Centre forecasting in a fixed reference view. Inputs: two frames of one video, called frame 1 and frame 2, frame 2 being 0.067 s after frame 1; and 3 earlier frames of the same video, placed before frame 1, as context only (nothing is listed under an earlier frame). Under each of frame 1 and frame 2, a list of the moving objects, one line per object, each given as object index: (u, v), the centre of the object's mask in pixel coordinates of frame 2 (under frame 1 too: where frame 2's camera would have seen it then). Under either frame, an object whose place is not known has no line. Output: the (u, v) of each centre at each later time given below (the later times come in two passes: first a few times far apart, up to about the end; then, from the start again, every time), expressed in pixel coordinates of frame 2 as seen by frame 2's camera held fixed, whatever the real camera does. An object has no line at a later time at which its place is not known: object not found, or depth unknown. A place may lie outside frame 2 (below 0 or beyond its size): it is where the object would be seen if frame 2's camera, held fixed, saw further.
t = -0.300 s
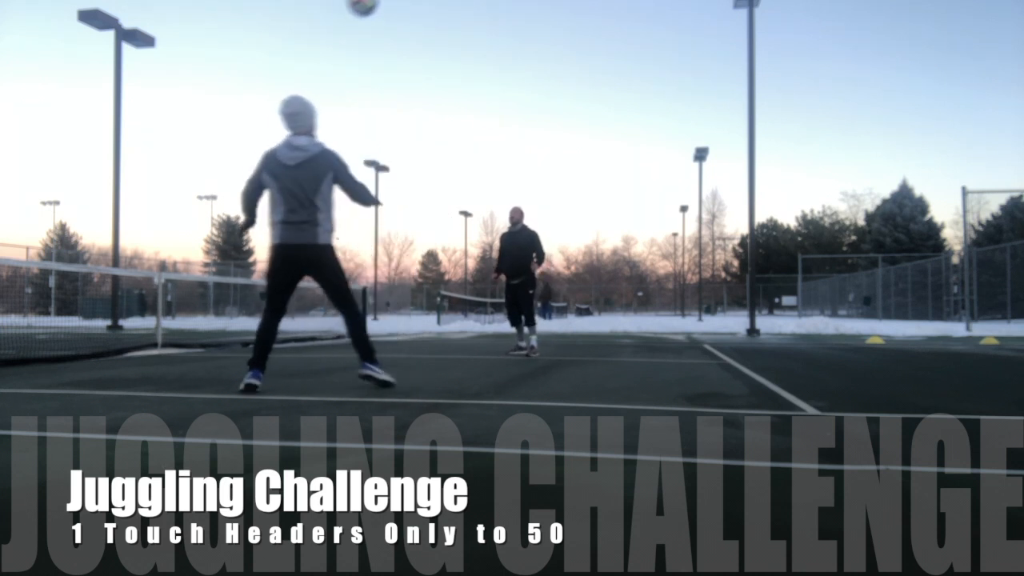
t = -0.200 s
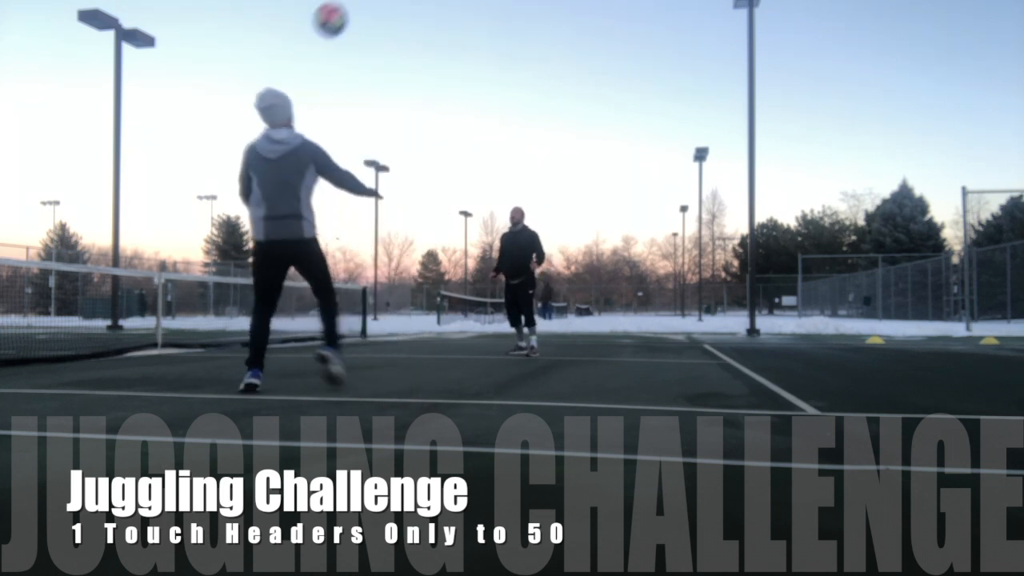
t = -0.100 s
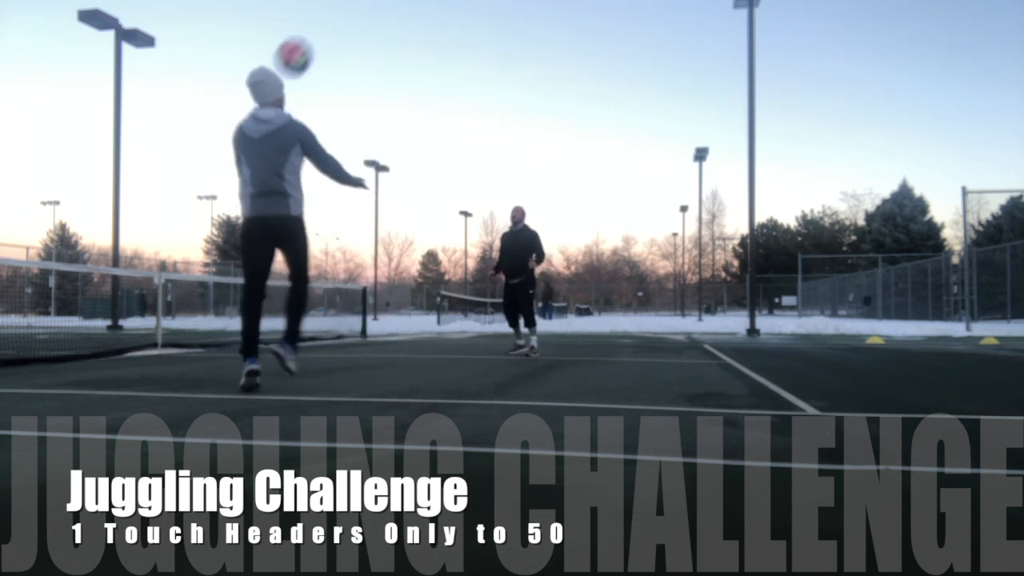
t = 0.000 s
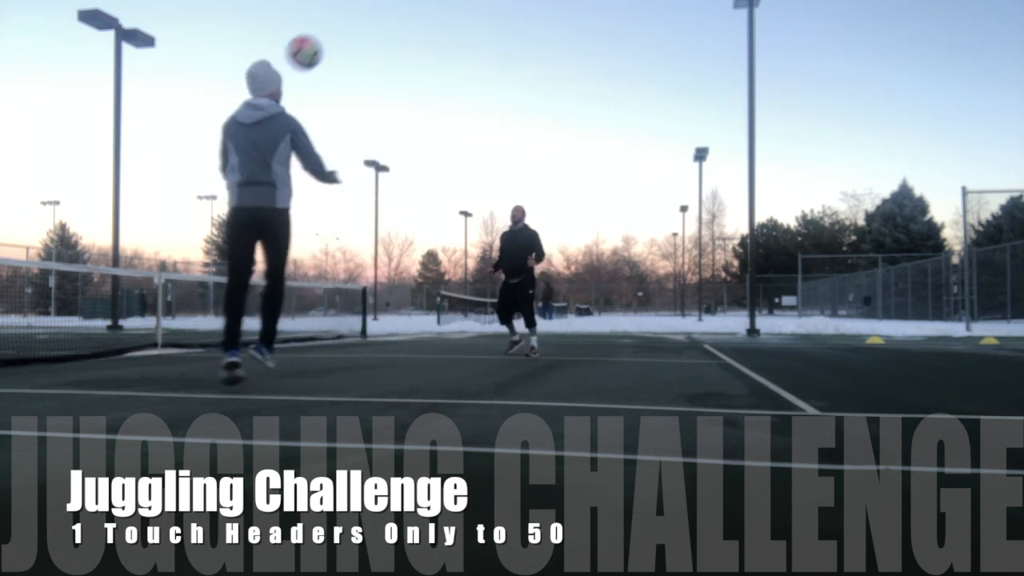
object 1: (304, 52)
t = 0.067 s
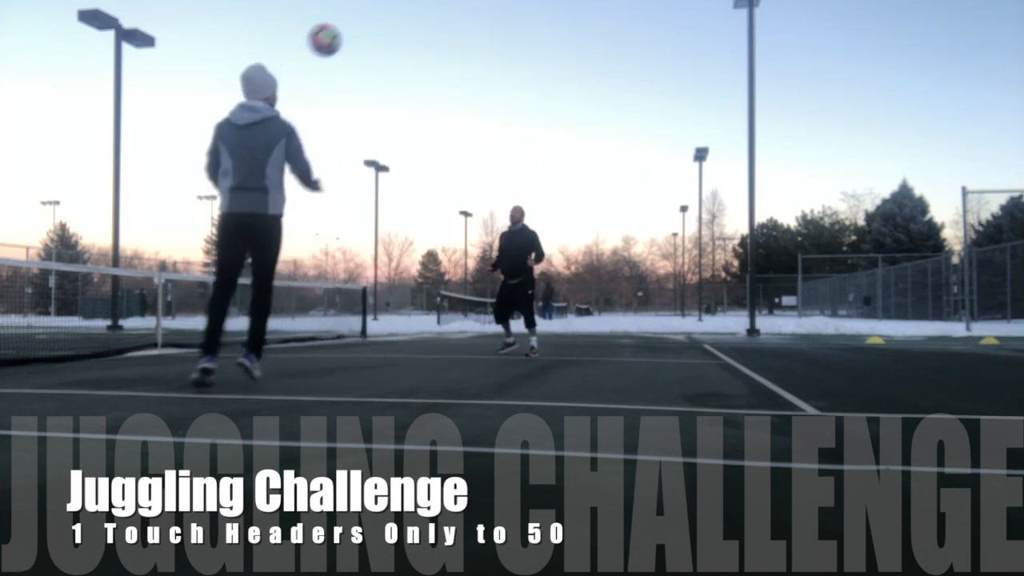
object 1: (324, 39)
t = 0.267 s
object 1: (374, 40)
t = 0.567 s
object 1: (427, 116)
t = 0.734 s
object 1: (447, 184)
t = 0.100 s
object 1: (334, 36)
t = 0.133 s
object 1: (343, 34)
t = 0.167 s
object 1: (351, 33)
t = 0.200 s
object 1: (359, 35)
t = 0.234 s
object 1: (367, 37)
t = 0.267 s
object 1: (374, 40)
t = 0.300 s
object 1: (381, 45)
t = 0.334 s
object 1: (388, 51)
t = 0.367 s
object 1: (394, 57)
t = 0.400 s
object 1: (400, 65)
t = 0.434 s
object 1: (406, 74)
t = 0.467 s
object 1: (411, 83)
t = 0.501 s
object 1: (417, 93)
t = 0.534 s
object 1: (422, 104)
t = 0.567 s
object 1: (427, 116)
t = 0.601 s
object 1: (431, 129)
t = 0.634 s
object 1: (435, 142)
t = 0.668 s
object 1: (439, 155)
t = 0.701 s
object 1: (443, 169)
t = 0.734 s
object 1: (447, 184)
